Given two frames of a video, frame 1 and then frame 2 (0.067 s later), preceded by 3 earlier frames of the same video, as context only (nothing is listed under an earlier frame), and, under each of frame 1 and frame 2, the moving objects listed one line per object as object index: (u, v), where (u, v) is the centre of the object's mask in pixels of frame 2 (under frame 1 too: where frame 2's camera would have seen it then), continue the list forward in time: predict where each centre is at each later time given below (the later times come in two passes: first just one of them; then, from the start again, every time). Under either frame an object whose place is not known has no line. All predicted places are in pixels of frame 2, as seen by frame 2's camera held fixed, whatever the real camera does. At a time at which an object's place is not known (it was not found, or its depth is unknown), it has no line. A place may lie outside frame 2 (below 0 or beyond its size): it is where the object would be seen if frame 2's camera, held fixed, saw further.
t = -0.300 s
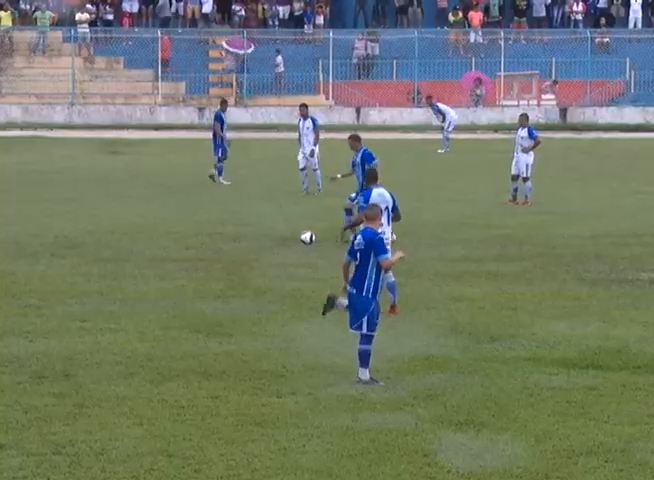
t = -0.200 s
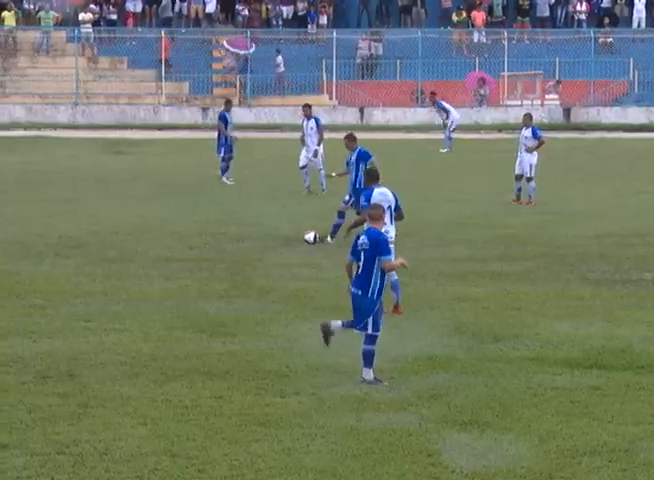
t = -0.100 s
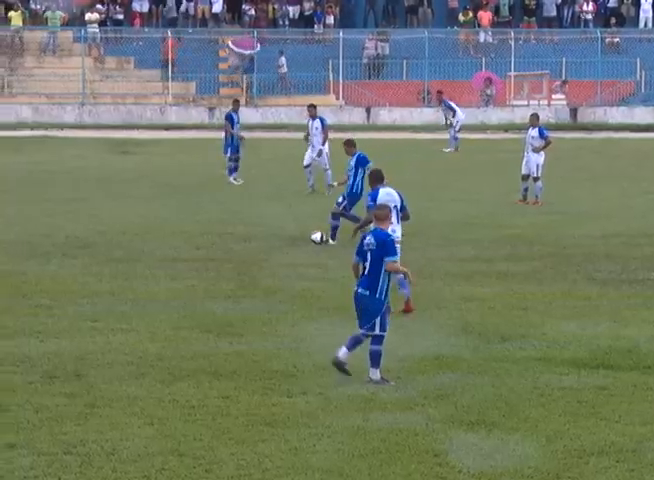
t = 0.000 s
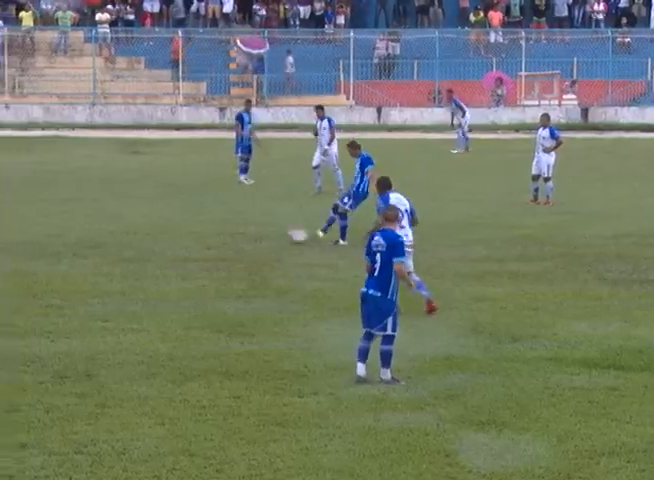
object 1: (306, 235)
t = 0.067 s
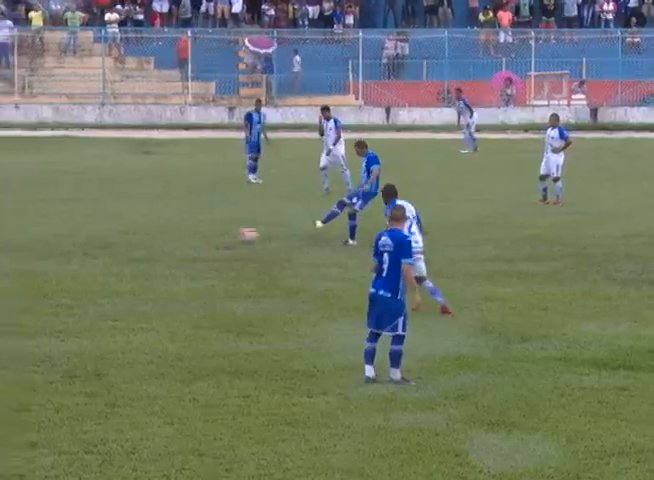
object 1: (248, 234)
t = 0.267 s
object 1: (68, 244)
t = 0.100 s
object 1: (217, 234)
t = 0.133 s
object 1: (187, 234)
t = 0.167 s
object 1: (155, 237)
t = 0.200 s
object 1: (123, 241)
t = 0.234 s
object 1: (93, 243)
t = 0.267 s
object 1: (68, 244)
